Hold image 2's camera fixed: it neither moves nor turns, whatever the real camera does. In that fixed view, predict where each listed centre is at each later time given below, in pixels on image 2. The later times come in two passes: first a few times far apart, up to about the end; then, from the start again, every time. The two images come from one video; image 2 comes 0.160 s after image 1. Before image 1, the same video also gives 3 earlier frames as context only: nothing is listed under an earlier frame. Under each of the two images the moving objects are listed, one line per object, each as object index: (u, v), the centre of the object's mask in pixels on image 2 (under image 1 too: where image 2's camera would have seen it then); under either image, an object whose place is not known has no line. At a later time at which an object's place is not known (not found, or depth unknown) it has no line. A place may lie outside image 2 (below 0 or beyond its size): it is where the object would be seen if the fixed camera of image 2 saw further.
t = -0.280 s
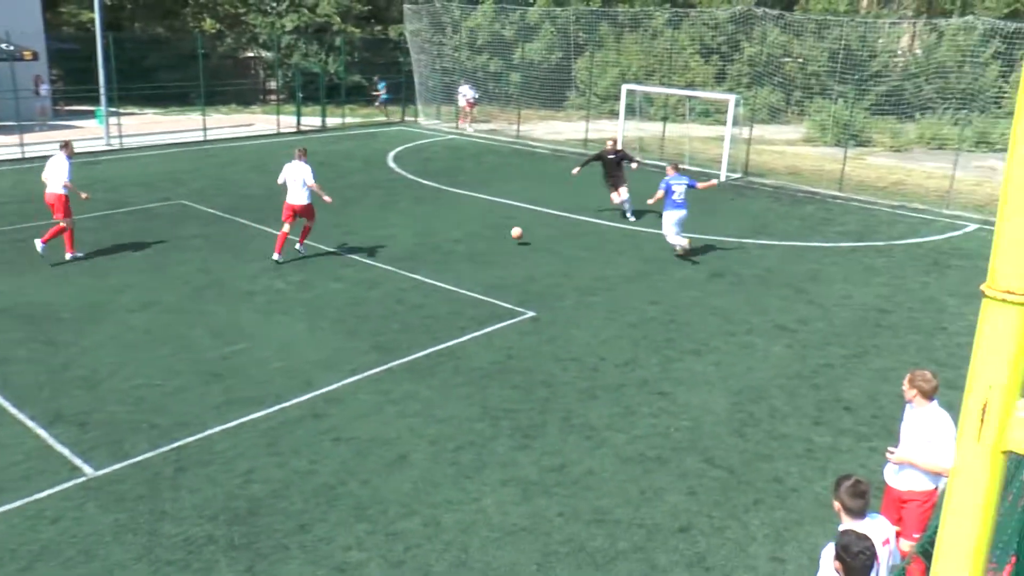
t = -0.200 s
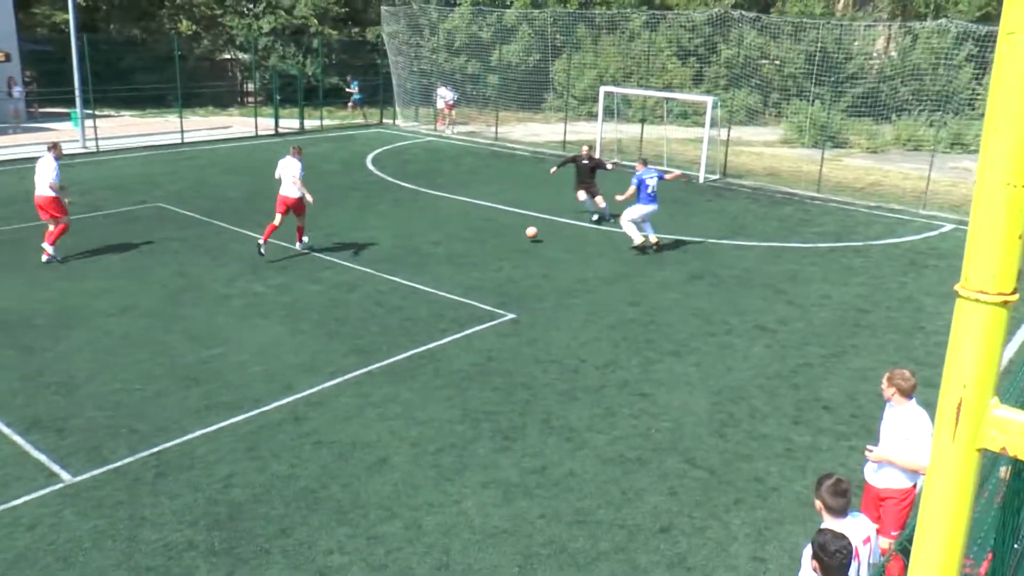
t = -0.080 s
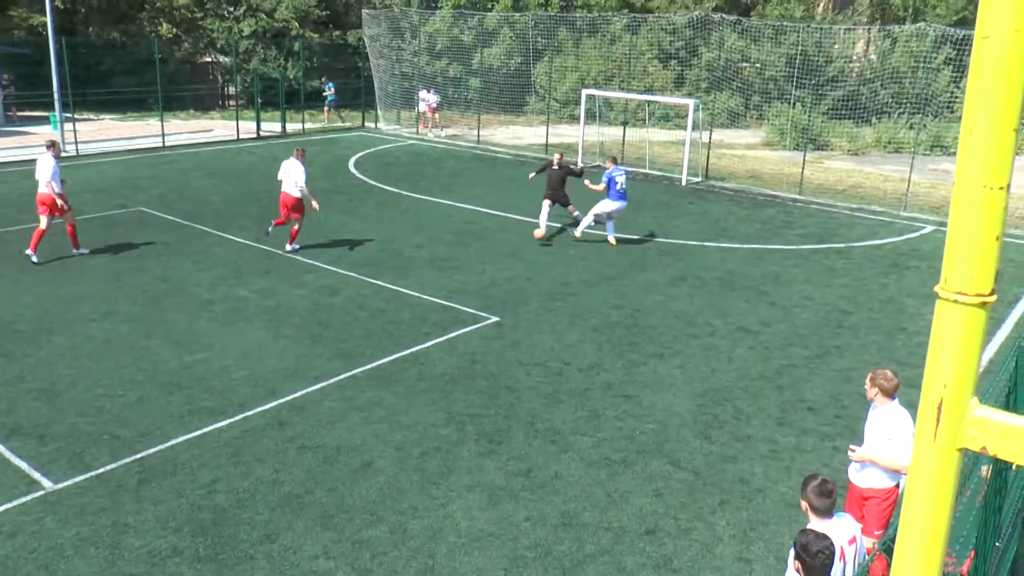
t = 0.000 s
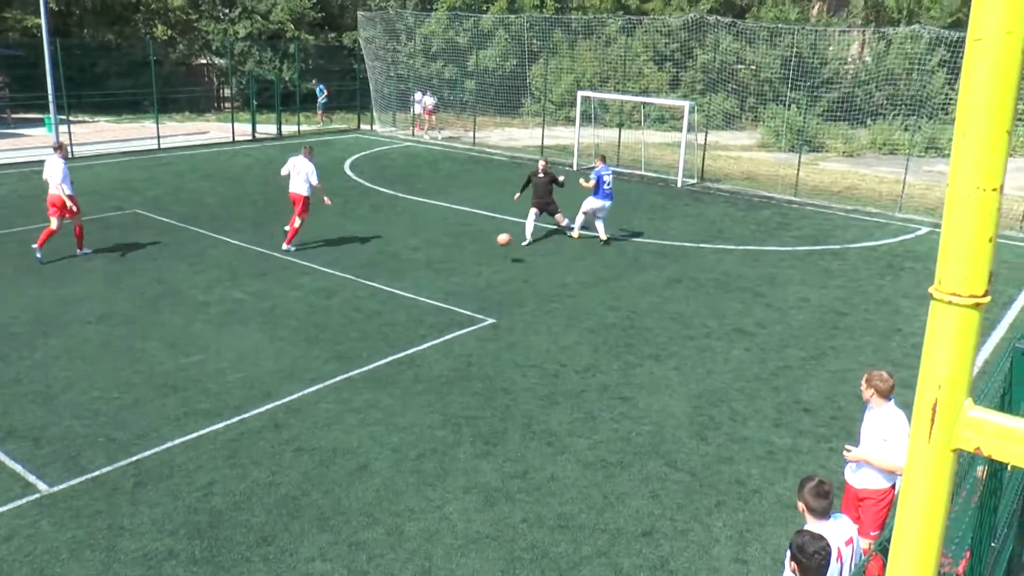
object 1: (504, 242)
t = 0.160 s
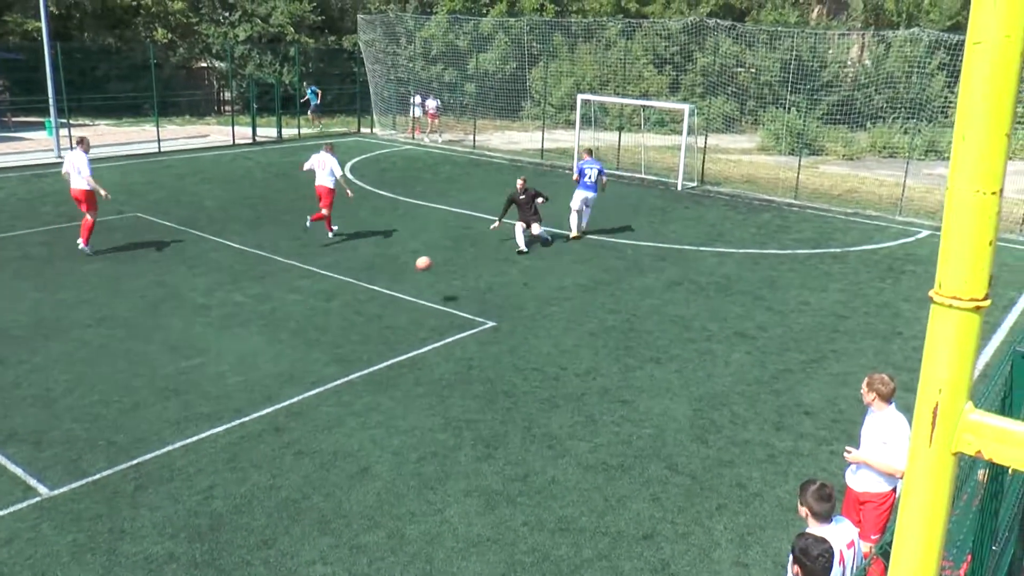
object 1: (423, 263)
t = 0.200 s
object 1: (399, 272)
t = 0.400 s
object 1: (244, 350)
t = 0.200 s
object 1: (399, 272)
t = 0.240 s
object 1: (373, 282)
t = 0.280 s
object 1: (344, 296)
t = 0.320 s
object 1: (313, 311)
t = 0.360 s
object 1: (281, 329)
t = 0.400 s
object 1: (244, 350)
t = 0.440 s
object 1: (205, 375)
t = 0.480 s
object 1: (163, 404)
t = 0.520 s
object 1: (116, 439)
